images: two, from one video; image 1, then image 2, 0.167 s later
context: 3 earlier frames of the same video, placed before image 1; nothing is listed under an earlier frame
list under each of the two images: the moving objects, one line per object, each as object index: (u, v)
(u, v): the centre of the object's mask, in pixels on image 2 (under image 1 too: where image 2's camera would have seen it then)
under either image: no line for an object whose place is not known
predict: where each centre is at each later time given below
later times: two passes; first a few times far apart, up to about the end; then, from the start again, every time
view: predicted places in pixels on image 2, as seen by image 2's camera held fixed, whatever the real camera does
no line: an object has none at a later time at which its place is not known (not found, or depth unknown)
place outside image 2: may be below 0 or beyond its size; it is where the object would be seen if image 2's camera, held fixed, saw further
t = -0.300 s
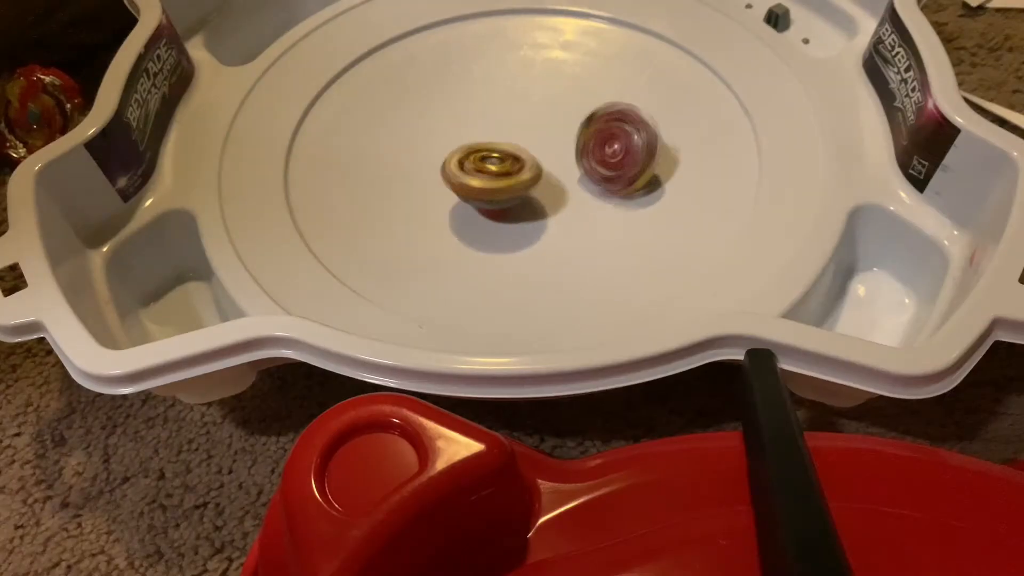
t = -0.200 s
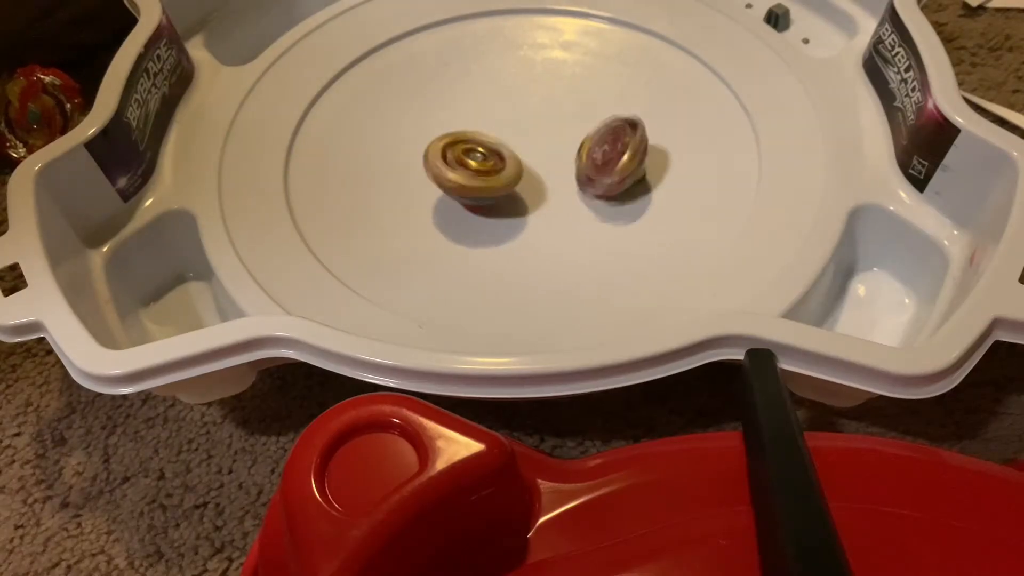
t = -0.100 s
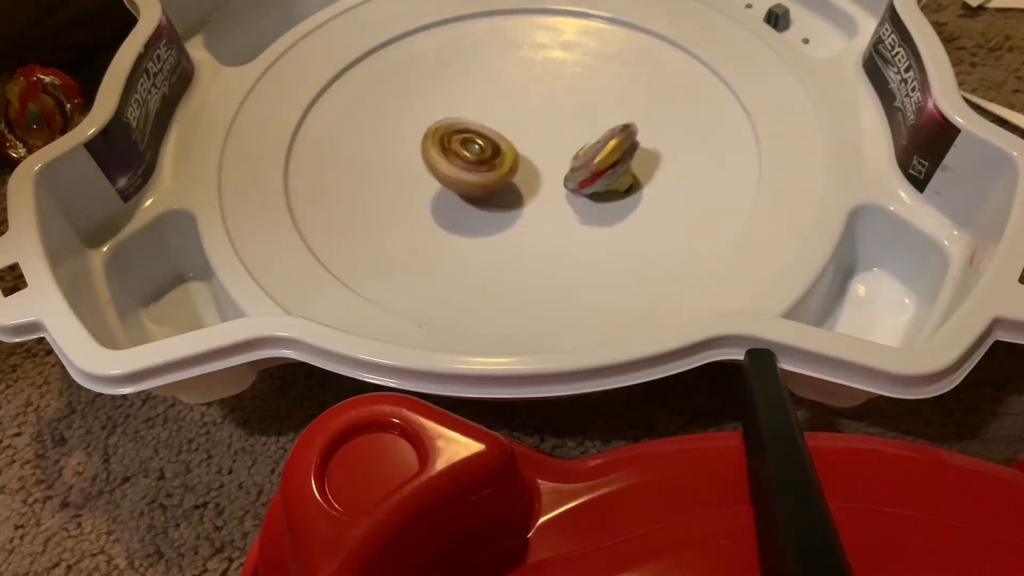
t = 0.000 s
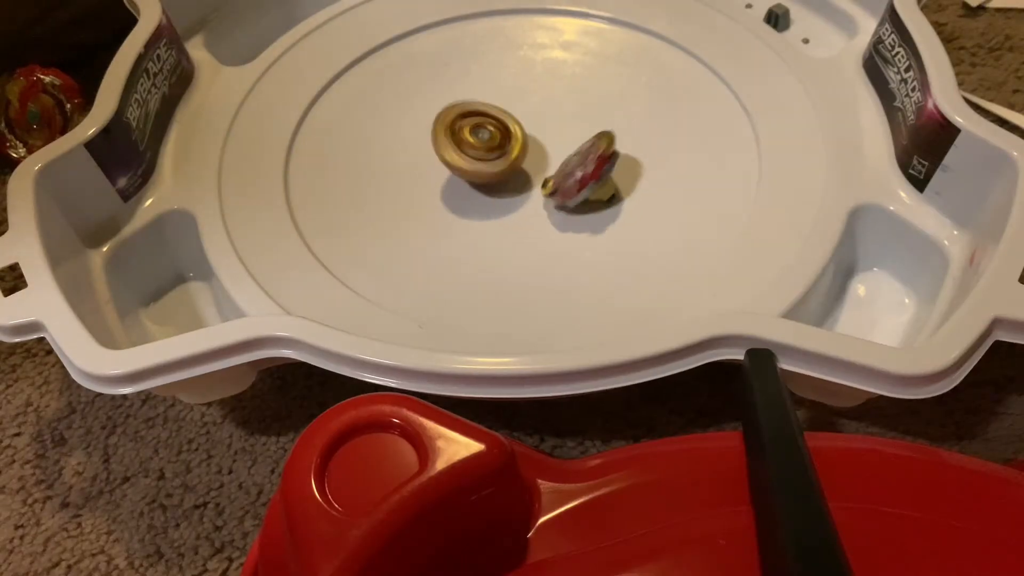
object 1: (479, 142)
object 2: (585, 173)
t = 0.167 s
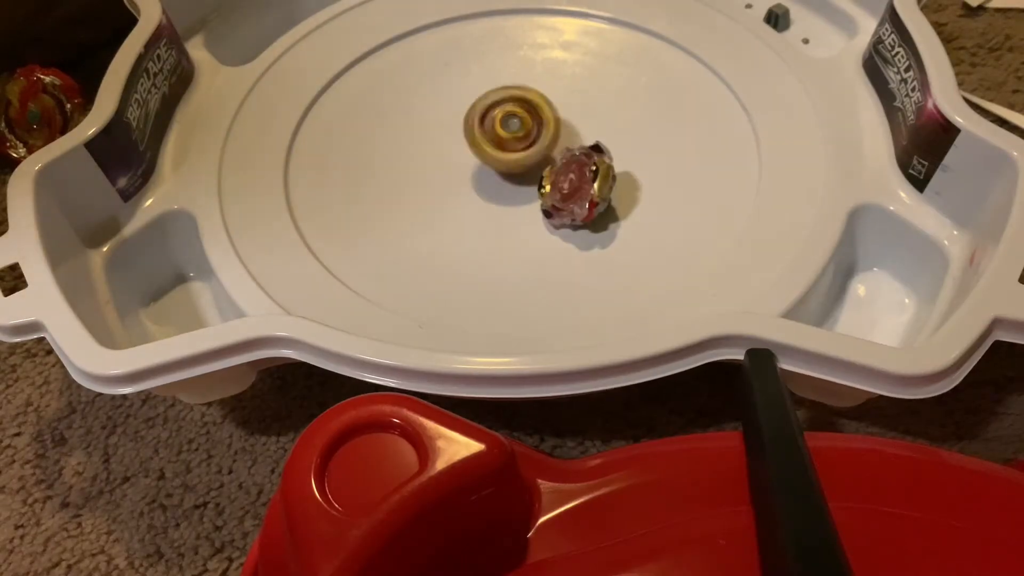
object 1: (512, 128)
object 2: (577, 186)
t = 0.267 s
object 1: (532, 122)
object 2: (577, 183)
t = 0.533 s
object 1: (558, 114)
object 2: (597, 167)
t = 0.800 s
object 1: (564, 106)
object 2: (573, 184)
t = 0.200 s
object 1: (519, 128)
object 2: (576, 184)
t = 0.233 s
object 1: (525, 126)
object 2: (577, 183)
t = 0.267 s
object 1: (532, 122)
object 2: (577, 183)
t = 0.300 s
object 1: (538, 119)
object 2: (577, 181)
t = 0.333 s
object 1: (544, 117)
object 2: (579, 180)
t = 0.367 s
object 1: (547, 114)
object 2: (582, 176)
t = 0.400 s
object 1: (551, 113)
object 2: (585, 173)
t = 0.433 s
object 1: (553, 114)
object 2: (588, 171)
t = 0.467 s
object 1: (554, 115)
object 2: (591, 169)
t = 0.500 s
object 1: (557, 114)
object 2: (595, 167)
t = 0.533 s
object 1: (558, 114)
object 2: (597, 167)
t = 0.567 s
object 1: (562, 114)
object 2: (597, 167)
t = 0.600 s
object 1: (562, 115)
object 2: (595, 168)
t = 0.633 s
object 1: (565, 115)
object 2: (591, 170)
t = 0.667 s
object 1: (565, 114)
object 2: (586, 172)
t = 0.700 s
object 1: (567, 113)
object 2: (583, 175)
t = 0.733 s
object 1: (567, 111)
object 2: (580, 178)
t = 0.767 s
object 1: (567, 108)
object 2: (576, 181)
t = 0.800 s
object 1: (564, 106)
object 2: (573, 184)
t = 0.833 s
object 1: (563, 104)
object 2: (573, 186)
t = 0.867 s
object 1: (559, 98)
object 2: (573, 186)
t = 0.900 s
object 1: (562, 101)
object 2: (573, 186)
